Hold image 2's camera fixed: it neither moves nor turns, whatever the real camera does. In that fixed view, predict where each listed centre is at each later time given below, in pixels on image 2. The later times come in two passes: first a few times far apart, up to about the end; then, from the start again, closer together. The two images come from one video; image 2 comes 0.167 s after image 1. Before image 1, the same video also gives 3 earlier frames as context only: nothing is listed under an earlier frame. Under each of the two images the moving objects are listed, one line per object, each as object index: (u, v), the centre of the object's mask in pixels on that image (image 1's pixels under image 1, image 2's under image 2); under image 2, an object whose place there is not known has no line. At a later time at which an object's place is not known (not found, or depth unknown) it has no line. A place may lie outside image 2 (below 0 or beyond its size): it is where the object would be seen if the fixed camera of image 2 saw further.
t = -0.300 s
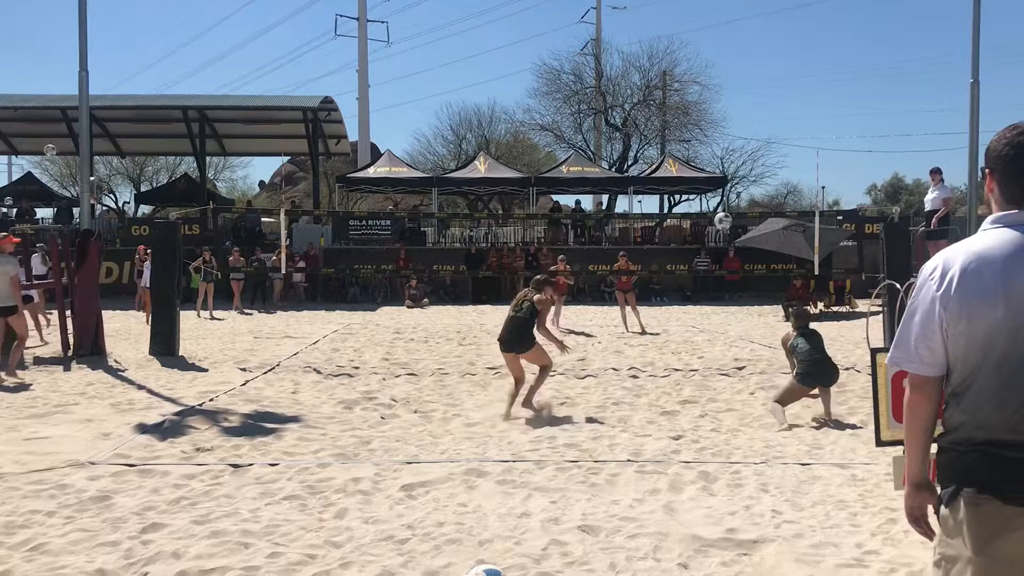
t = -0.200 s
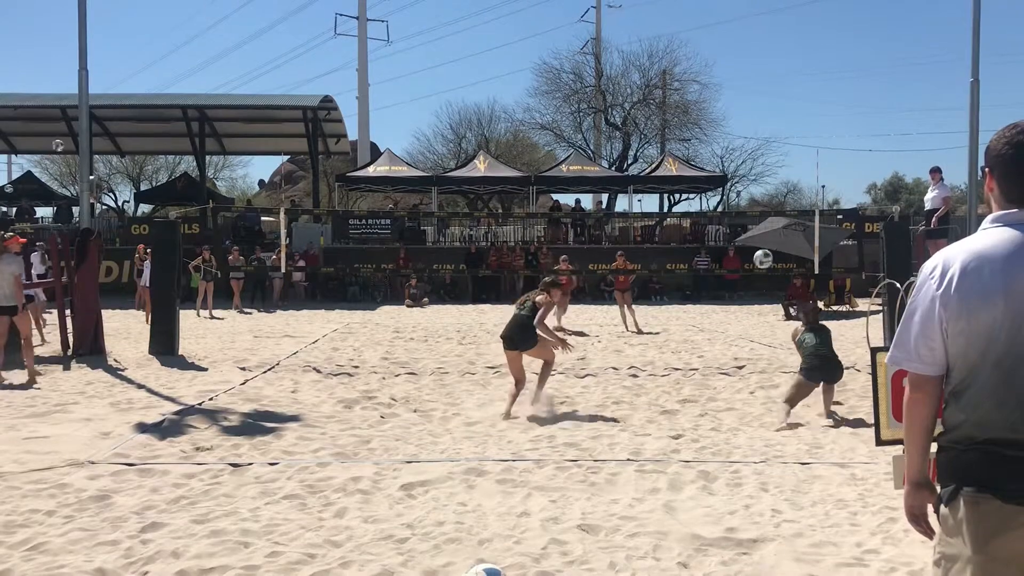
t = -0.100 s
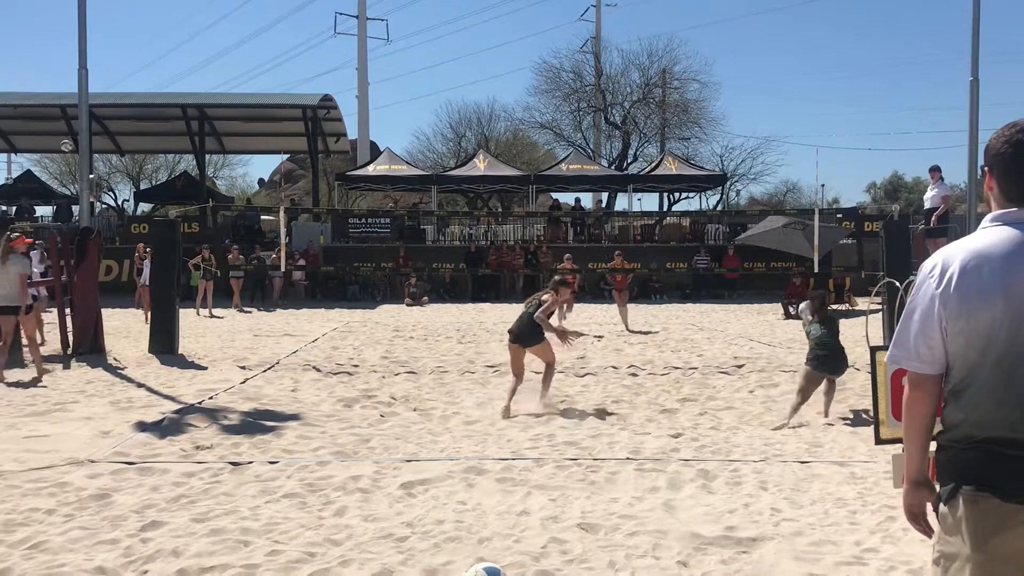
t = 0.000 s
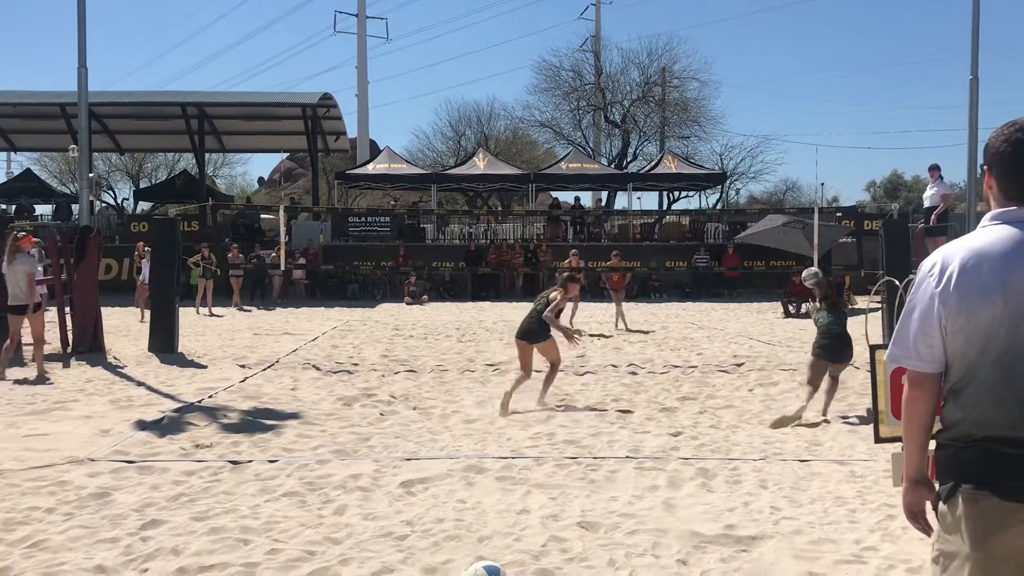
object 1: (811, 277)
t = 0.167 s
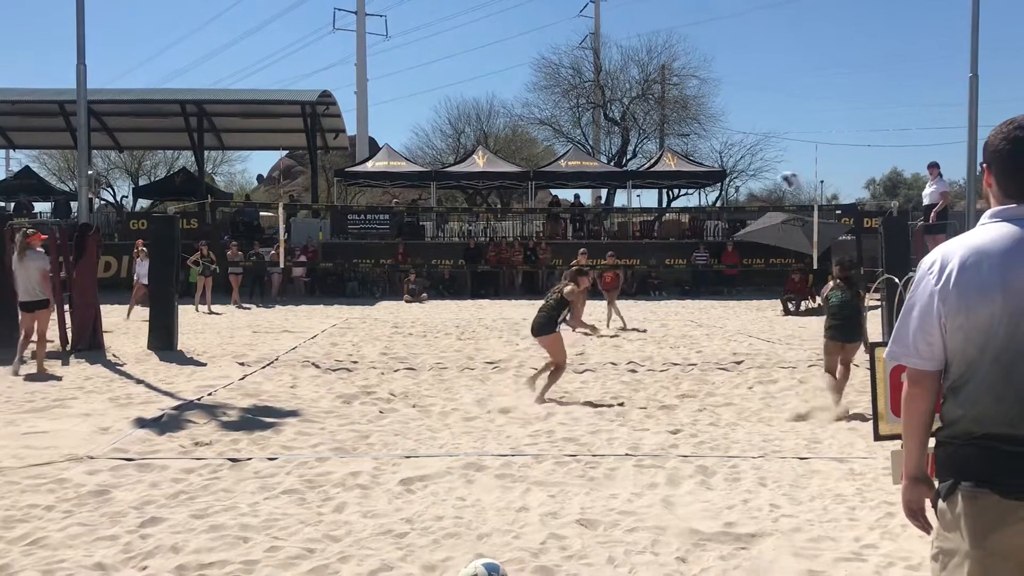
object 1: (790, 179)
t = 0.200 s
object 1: (784, 165)
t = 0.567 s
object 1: (734, 73)
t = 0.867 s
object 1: (696, 84)
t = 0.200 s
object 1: (784, 165)
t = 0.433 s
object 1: (751, 92)
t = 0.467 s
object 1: (746, 86)
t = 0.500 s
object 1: (742, 80)
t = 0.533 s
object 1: (737, 77)
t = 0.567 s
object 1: (734, 73)
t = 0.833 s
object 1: (701, 79)
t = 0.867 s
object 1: (696, 84)
